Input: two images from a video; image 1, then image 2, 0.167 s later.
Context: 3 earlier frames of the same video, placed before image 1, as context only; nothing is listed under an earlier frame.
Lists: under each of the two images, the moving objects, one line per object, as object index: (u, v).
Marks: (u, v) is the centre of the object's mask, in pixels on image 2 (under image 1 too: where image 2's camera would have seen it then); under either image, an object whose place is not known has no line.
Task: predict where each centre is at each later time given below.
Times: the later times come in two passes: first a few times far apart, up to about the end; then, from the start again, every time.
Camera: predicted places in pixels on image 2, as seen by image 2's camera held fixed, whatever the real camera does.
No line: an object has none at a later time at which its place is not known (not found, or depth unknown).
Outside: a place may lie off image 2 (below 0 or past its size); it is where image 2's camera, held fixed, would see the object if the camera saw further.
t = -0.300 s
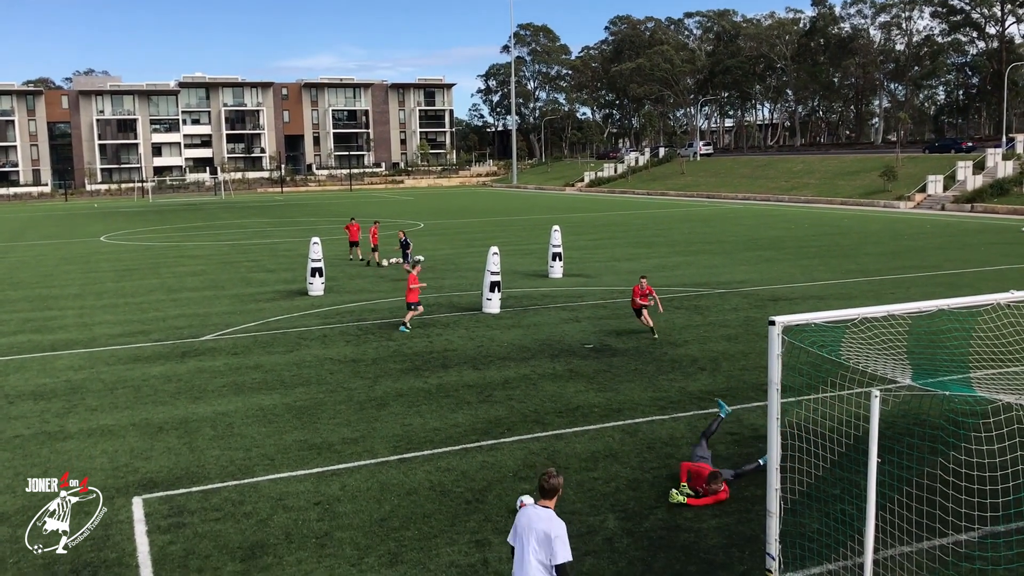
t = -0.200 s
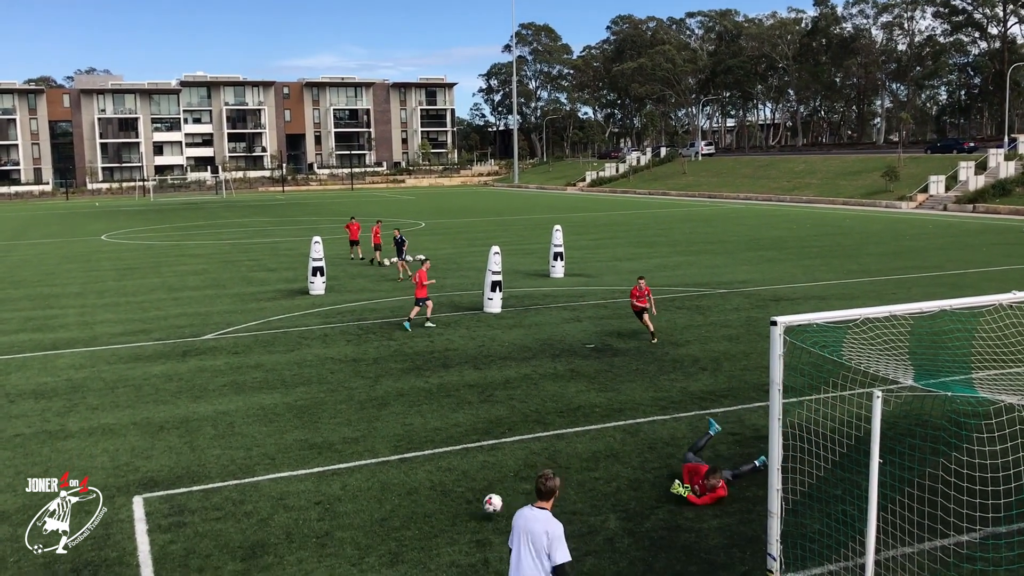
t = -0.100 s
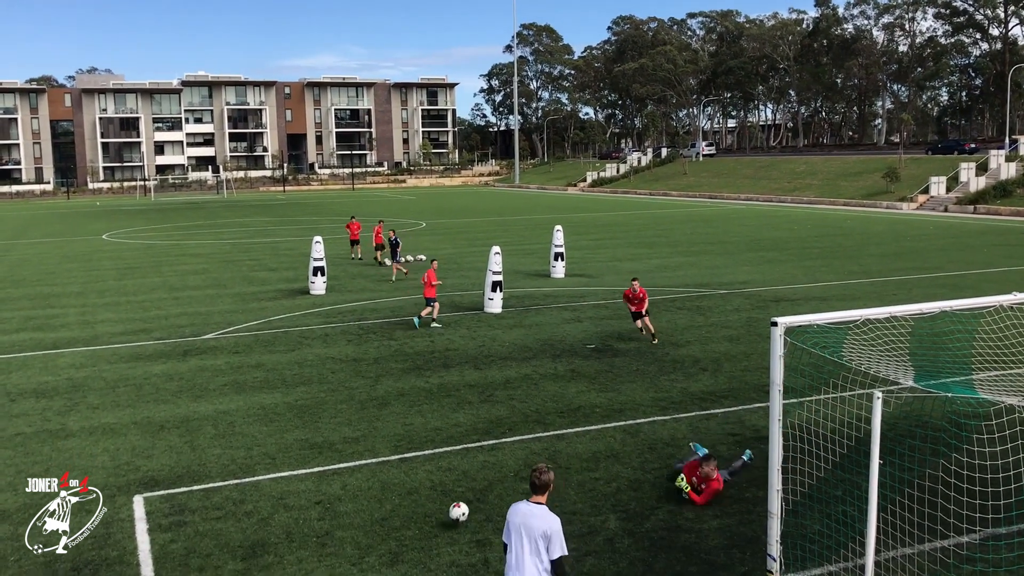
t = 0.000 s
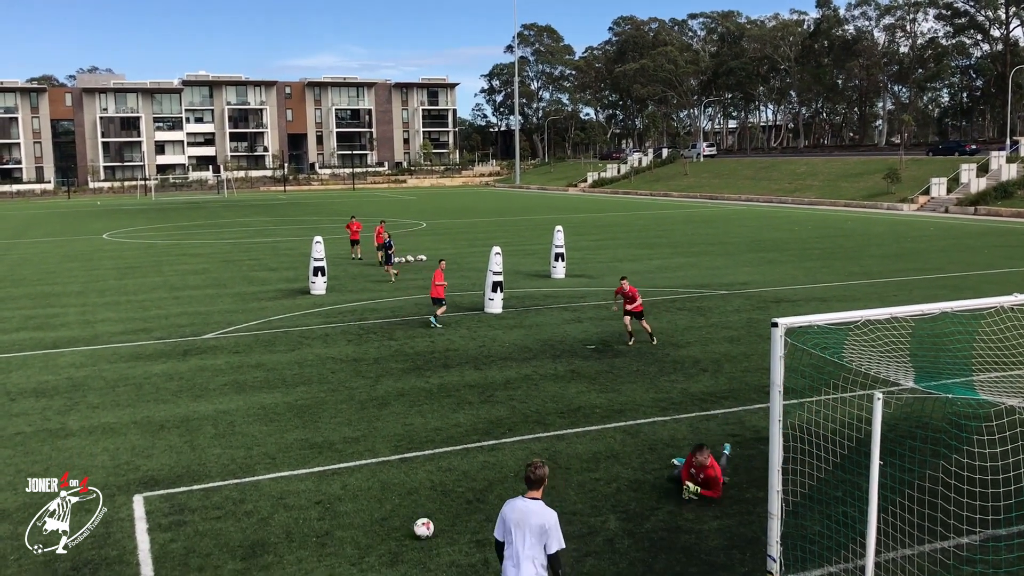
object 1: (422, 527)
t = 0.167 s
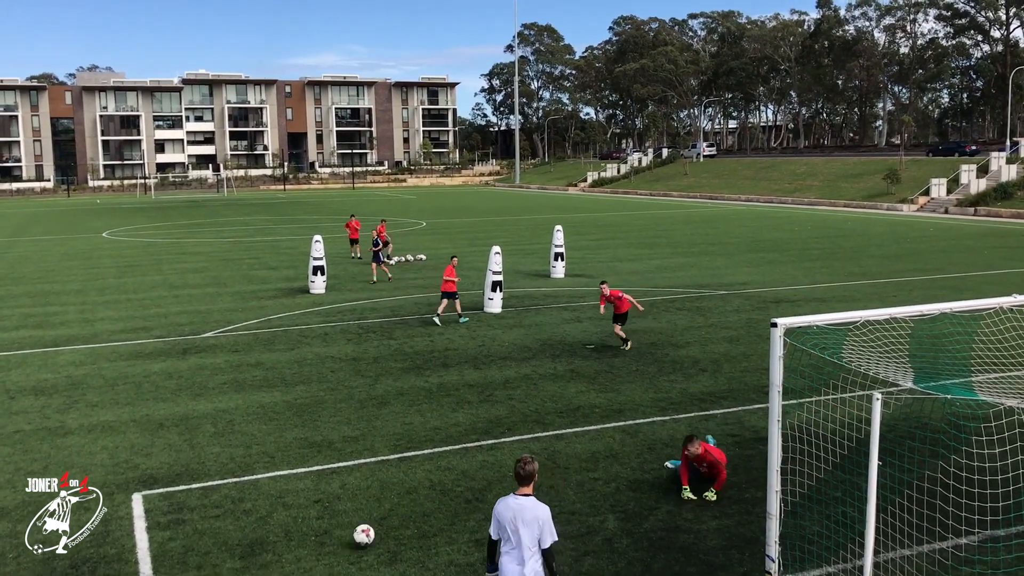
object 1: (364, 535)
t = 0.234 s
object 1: (340, 545)
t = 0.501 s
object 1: (242, 564)
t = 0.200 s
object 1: (352, 540)
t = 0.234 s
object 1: (340, 545)
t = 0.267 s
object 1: (328, 546)
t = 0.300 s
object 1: (316, 547)
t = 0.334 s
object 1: (303, 549)
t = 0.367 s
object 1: (291, 553)
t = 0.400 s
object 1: (279, 557)
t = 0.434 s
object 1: (267, 560)
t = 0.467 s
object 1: (254, 562)
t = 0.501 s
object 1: (242, 564)
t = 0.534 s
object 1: (229, 568)
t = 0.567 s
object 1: (216, 570)
